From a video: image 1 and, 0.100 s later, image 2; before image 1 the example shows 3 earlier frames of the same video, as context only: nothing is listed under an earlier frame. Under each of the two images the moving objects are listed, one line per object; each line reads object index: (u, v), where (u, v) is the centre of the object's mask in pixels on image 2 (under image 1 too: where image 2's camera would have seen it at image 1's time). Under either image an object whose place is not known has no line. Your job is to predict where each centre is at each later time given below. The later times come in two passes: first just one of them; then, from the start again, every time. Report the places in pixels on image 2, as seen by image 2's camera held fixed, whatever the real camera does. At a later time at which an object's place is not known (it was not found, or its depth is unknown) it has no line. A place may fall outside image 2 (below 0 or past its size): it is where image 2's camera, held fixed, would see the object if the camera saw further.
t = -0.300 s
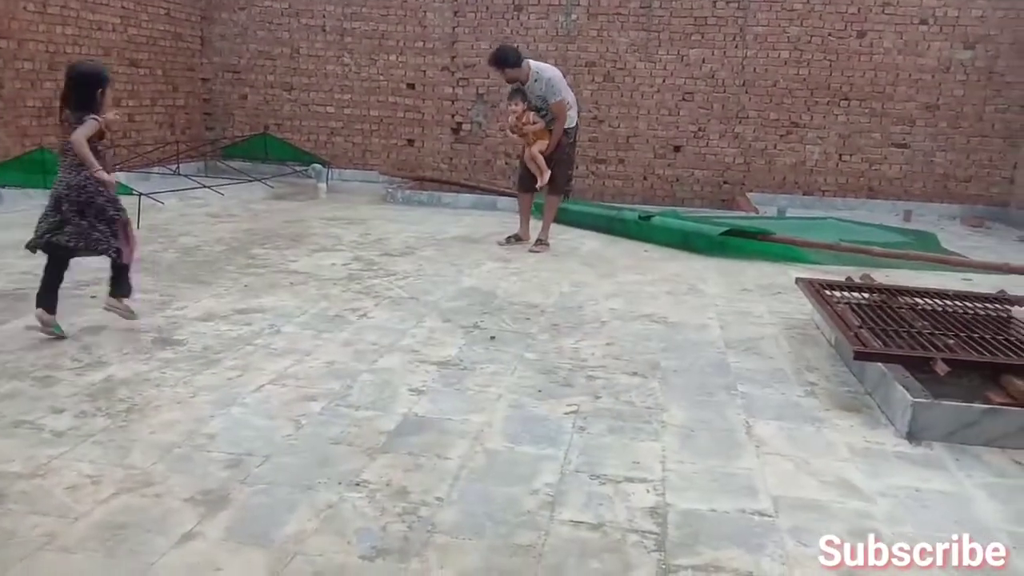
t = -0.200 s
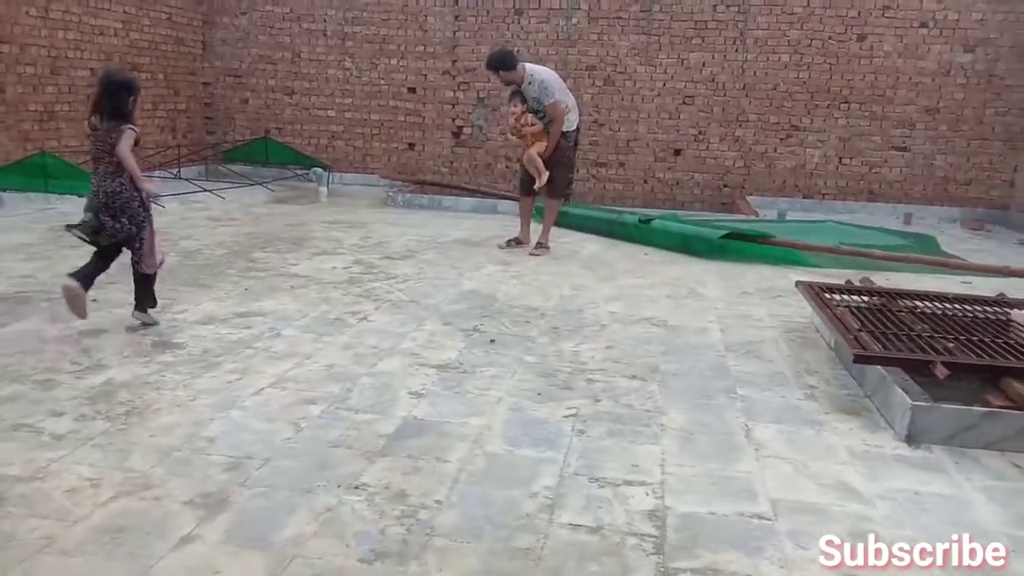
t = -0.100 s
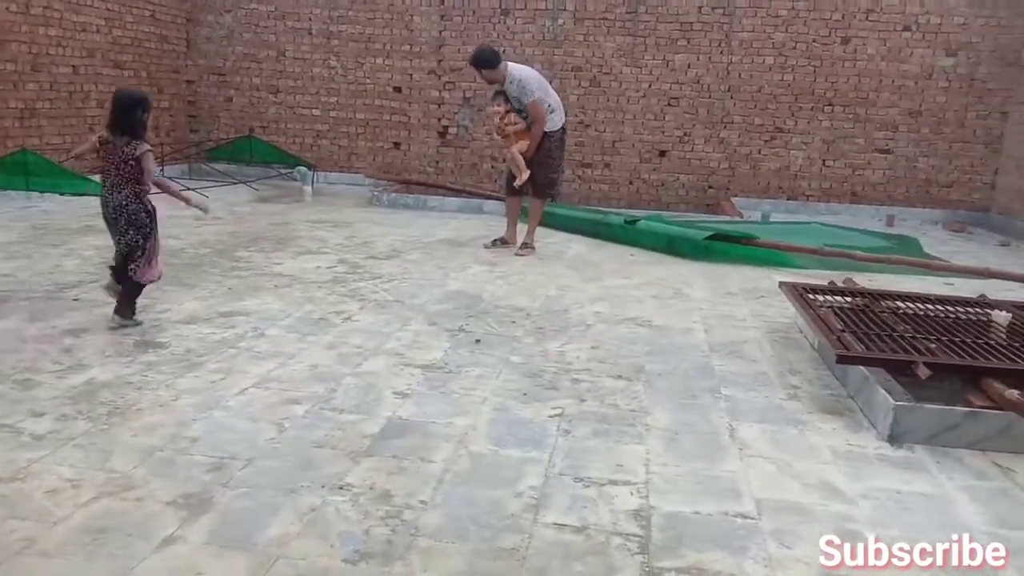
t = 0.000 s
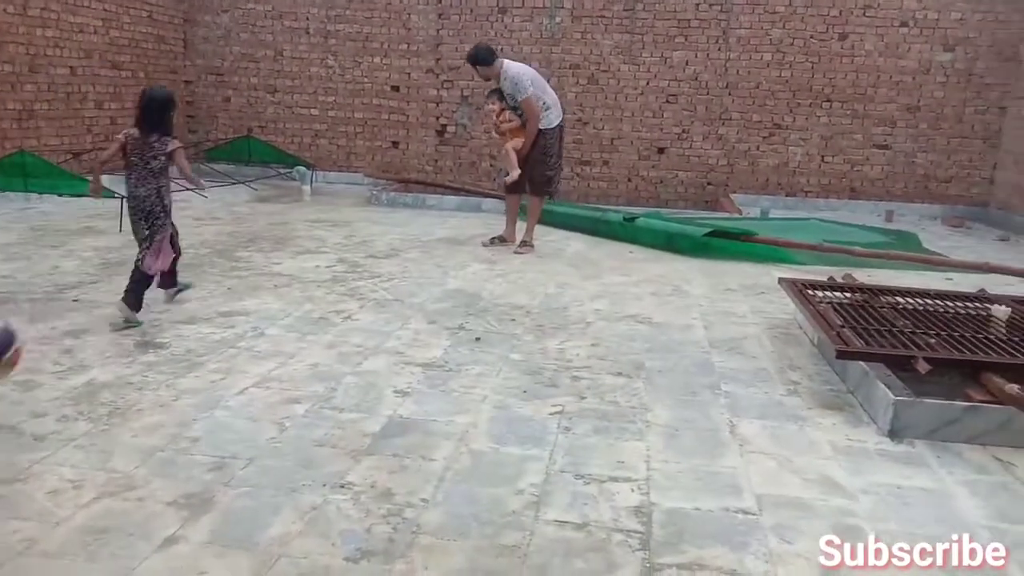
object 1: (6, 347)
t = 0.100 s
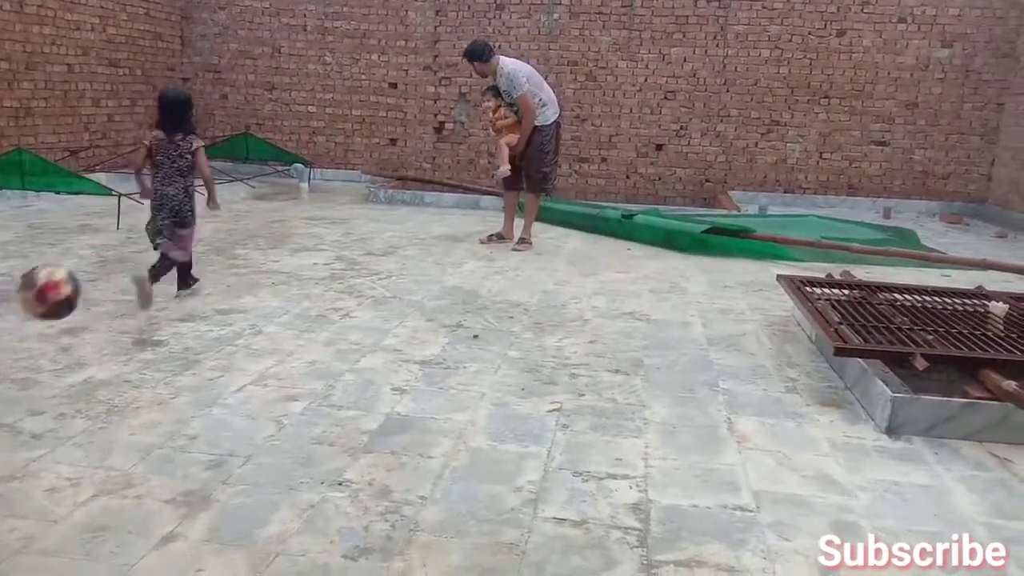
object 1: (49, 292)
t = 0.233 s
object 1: (113, 272)
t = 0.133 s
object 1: (67, 282)
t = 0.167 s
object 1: (85, 276)
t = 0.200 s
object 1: (100, 272)
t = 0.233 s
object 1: (113, 272)
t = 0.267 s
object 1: (125, 274)
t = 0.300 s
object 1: (137, 277)
